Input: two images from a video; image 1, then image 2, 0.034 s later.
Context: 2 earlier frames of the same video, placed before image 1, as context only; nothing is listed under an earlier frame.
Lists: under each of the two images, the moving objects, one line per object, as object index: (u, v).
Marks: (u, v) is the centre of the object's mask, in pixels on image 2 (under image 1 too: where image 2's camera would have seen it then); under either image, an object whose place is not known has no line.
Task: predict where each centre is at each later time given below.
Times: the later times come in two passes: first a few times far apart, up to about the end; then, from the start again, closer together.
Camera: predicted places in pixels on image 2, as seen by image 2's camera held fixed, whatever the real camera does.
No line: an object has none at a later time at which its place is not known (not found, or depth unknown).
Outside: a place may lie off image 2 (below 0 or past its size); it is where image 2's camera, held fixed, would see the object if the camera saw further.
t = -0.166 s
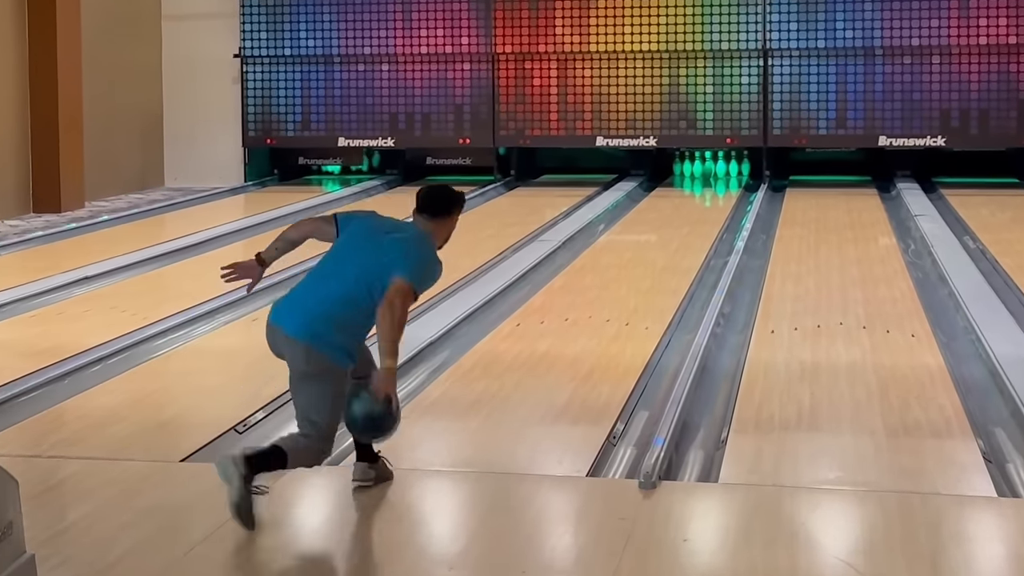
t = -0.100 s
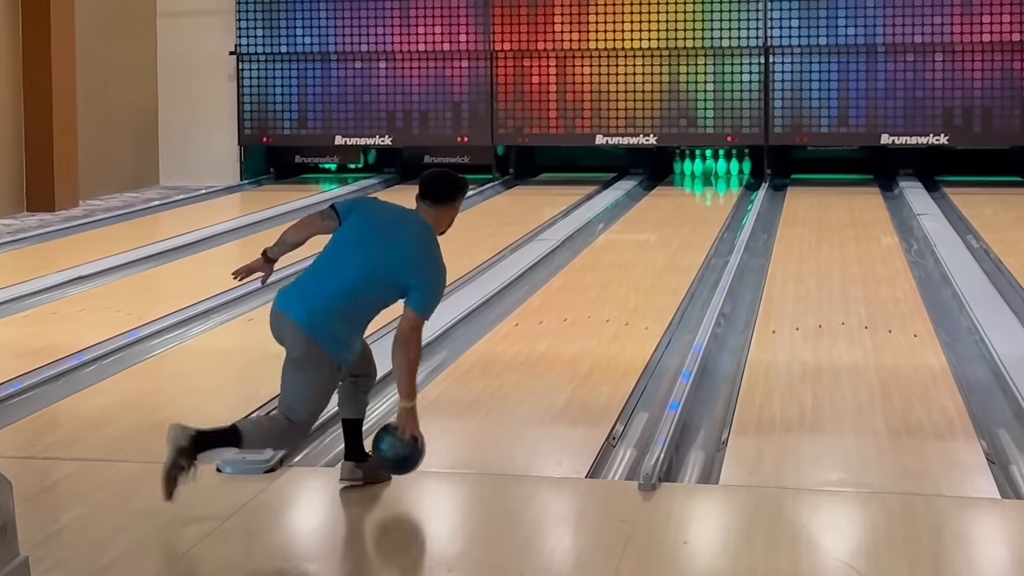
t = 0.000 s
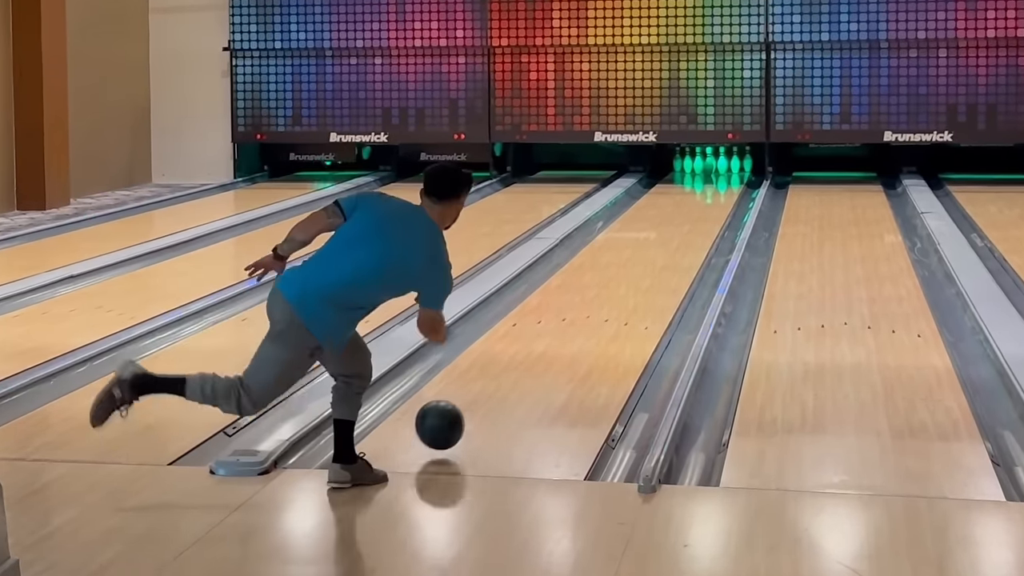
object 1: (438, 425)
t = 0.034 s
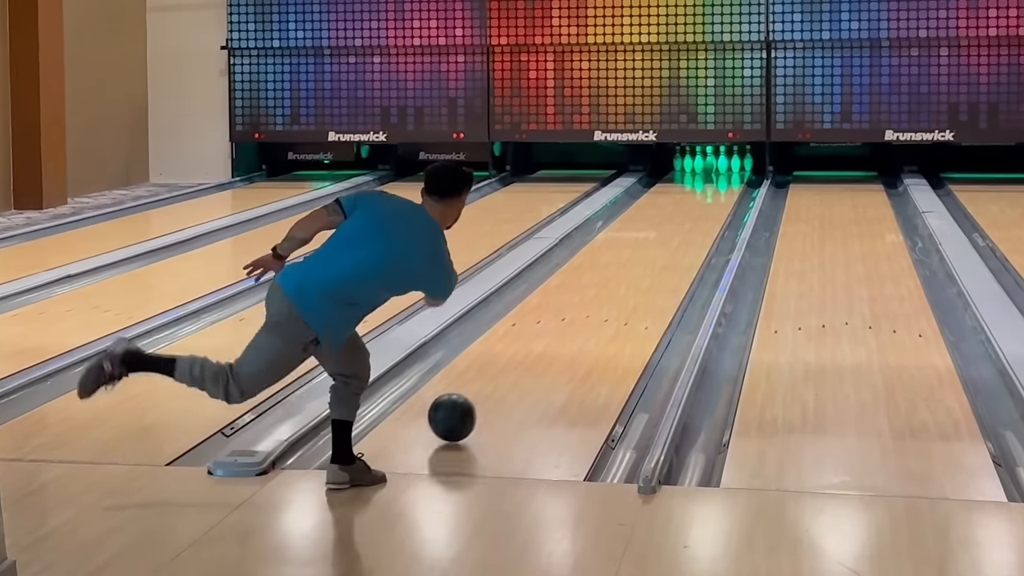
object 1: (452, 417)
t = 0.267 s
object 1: (525, 353)
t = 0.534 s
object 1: (580, 304)
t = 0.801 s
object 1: (618, 269)
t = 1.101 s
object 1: (648, 238)
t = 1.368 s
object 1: (668, 218)
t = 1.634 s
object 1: (683, 201)
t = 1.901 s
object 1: (694, 188)
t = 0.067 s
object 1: (465, 405)
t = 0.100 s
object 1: (476, 395)
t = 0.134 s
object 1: (488, 386)
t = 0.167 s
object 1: (498, 377)
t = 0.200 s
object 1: (507, 369)
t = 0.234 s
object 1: (517, 360)
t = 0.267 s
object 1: (525, 353)
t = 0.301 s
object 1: (533, 345)
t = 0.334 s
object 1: (541, 338)
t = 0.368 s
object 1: (548, 332)
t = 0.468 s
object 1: (568, 315)
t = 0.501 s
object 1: (574, 309)
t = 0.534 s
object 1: (580, 304)
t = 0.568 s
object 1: (586, 299)
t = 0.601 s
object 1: (591, 294)
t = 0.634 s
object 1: (596, 289)
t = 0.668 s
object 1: (601, 285)
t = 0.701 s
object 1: (605, 281)
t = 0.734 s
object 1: (610, 277)
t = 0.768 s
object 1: (614, 273)
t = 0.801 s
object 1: (618, 269)
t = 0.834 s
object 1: (622, 265)
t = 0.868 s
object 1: (626, 261)
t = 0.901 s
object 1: (630, 258)
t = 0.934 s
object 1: (633, 255)
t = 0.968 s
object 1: (636, 251)
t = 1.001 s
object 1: (640, 248)
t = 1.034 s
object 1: (643, 245)
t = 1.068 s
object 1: (646, 241)
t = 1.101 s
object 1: (648, 238)
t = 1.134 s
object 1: (651, 235)
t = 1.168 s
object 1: (654, 233)
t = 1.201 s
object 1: (657, 230)
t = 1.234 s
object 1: (659, 227)
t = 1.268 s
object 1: (661, 225)
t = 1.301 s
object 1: (664, 223)
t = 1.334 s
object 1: (666, 220)
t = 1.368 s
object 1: (668, 218)
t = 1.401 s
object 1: (670, 216)
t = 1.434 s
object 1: (672, 213)
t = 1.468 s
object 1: (674, 211)
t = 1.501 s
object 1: (676, 209)
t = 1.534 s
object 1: (678, 208)
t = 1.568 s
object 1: (679, 205)
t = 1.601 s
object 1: (681, 203)
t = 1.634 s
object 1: (683, 201)
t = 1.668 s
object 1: (684, 200)
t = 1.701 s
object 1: (686, 198)
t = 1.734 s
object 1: (687, 197)
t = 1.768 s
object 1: (688, 195)
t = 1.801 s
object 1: (690, 193)
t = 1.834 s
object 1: (691, 192)
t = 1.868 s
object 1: (692, 190)
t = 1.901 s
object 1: (694, 188)
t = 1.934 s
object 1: (695, 187)
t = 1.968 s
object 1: (696, 186)
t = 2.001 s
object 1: (697, 184)
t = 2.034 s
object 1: (698, 183)
